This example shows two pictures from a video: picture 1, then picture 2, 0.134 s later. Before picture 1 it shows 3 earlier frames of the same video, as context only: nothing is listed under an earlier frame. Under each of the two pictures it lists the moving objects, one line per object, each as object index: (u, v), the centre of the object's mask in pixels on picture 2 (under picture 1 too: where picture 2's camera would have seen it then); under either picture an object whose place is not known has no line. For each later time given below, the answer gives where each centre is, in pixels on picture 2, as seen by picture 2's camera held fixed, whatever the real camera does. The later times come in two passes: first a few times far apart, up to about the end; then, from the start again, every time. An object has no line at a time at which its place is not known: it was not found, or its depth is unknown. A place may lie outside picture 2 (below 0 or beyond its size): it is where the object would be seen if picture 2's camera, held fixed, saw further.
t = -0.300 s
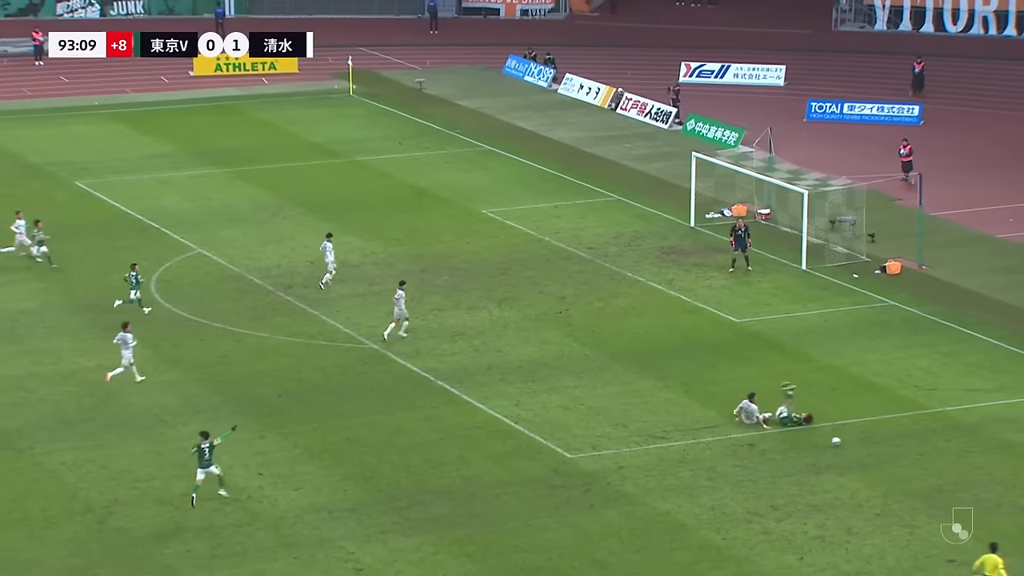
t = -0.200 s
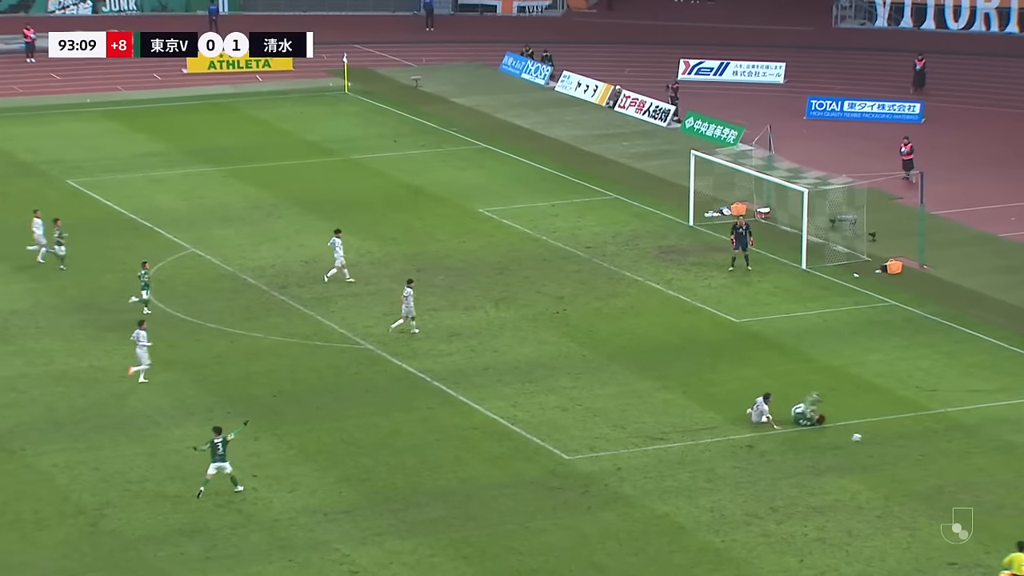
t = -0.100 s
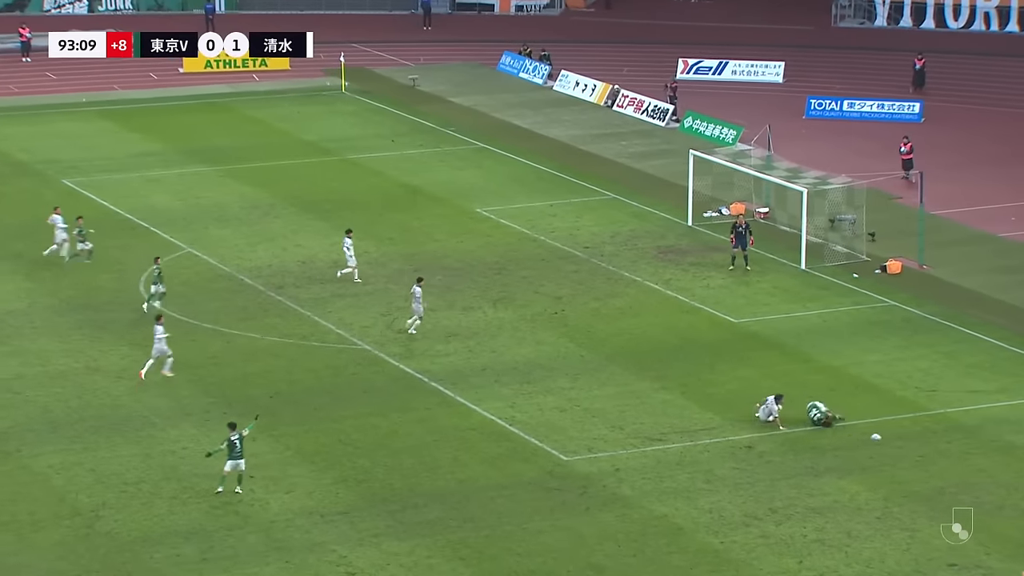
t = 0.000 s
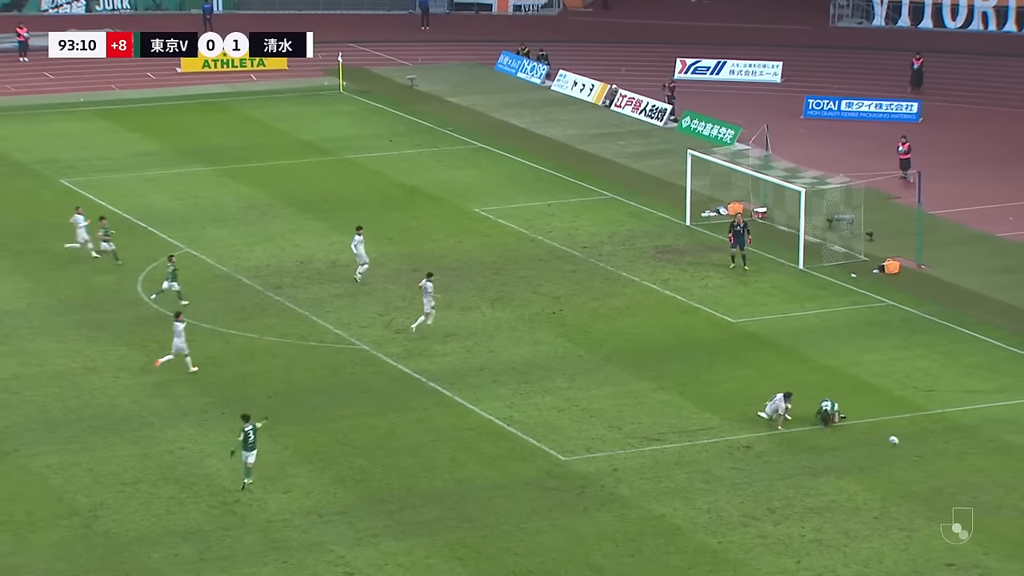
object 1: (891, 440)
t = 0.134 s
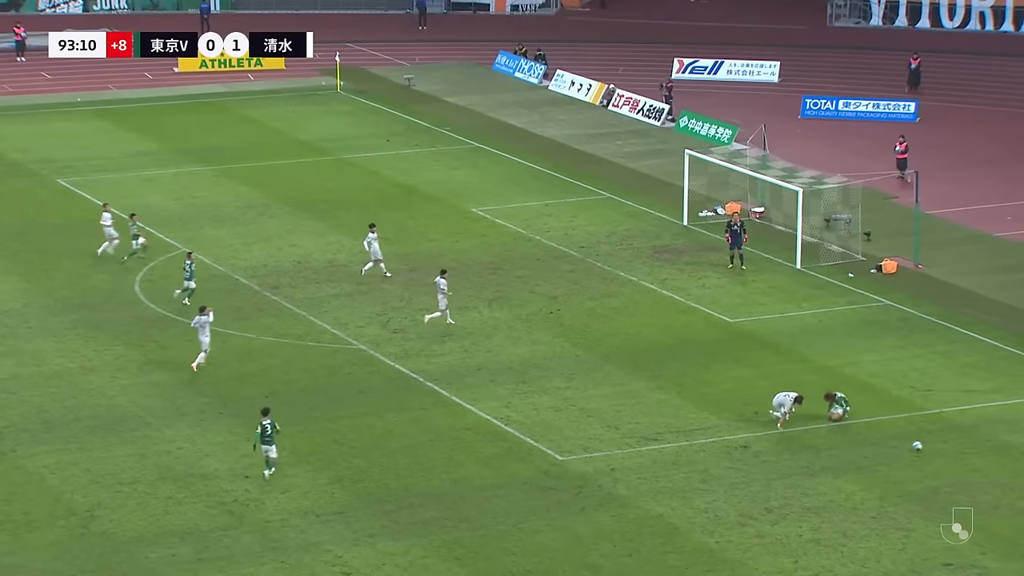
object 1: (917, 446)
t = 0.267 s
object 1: (942, 442)
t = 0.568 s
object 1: (999, 447)
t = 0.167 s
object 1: (923, 444)
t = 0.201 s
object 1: (930, 443)
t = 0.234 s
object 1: (936, 442)
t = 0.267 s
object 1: (942, 442)
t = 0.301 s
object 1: (948, 443)
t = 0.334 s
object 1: (955, 444)
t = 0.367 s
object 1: (962, 445)
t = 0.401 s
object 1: (967, 447)
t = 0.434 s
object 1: (974, 448)
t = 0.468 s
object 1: (980, 447)
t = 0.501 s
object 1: (986, 447)
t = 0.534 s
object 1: (992, 446)
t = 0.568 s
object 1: (999, 447)
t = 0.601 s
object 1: (1005, 448)
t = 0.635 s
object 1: (1011, 449)
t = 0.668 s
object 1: (1018, 450)
